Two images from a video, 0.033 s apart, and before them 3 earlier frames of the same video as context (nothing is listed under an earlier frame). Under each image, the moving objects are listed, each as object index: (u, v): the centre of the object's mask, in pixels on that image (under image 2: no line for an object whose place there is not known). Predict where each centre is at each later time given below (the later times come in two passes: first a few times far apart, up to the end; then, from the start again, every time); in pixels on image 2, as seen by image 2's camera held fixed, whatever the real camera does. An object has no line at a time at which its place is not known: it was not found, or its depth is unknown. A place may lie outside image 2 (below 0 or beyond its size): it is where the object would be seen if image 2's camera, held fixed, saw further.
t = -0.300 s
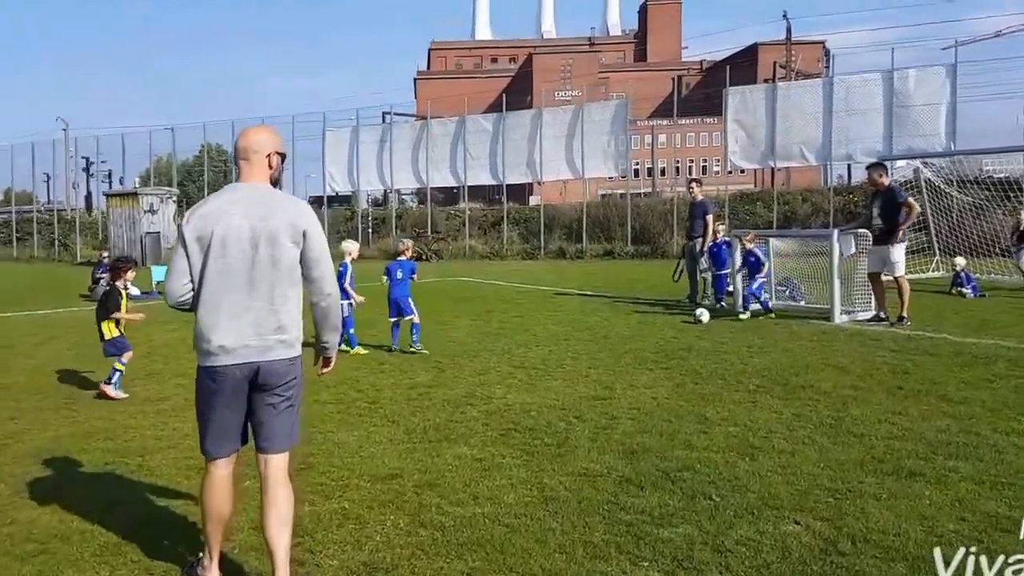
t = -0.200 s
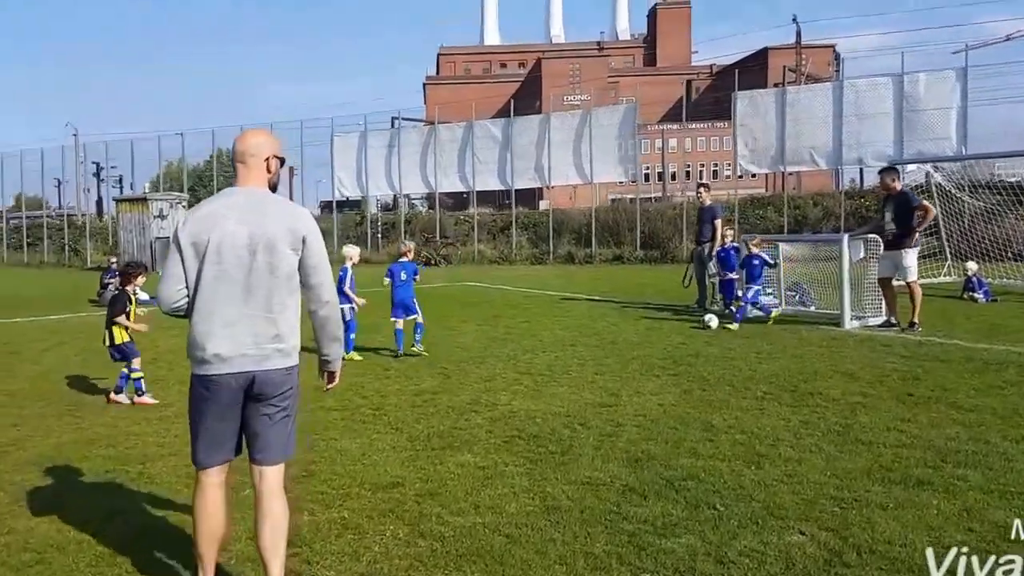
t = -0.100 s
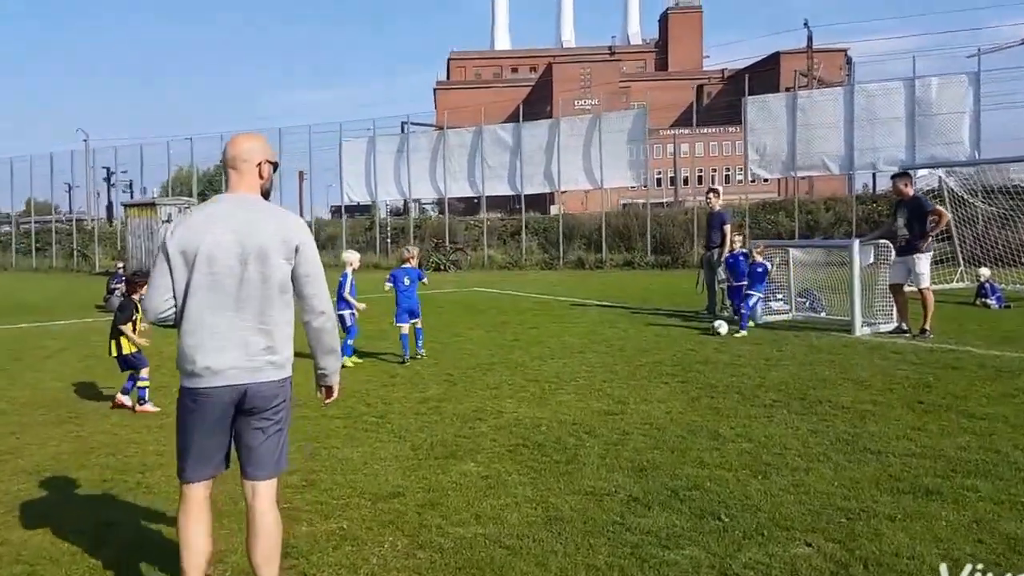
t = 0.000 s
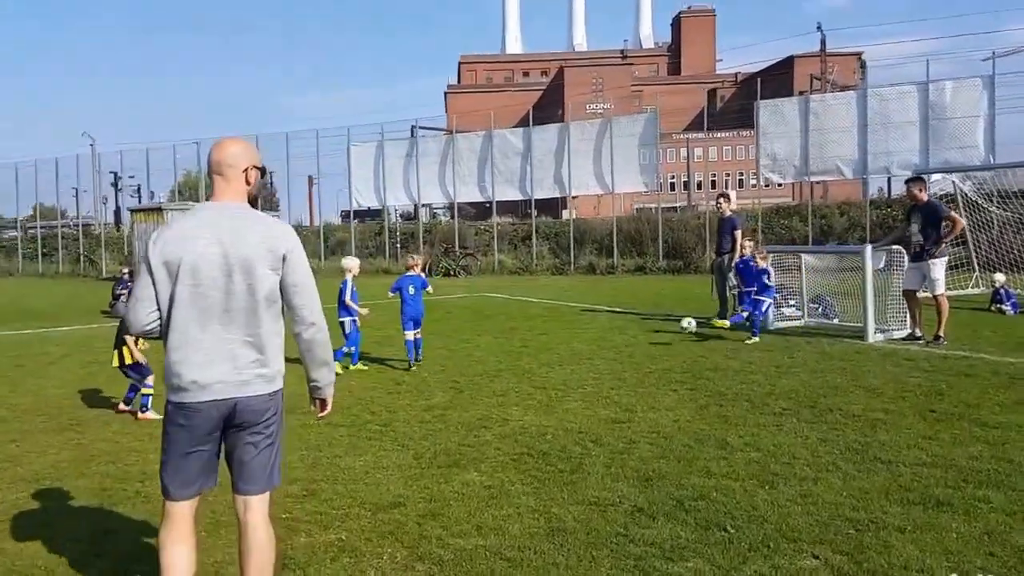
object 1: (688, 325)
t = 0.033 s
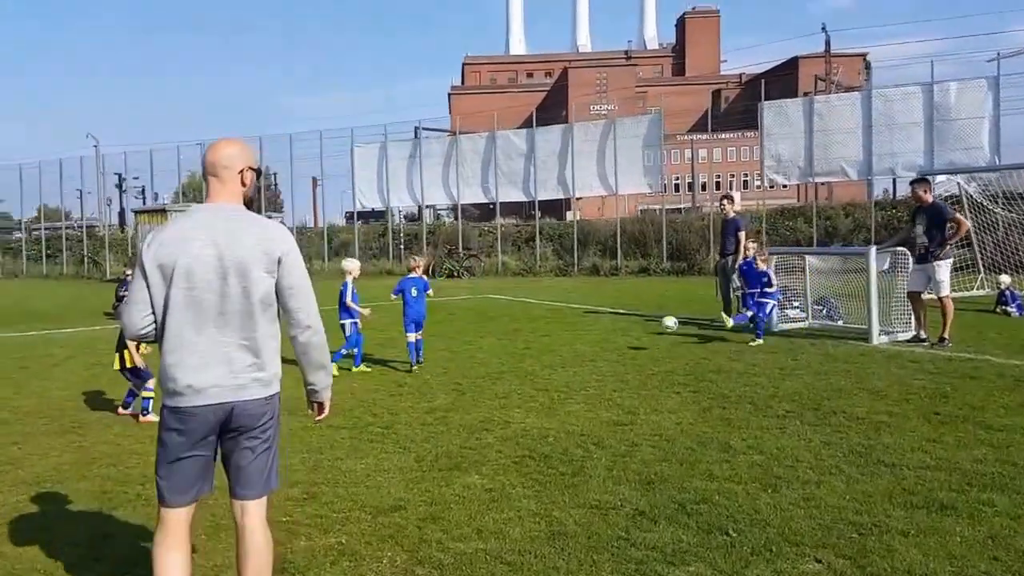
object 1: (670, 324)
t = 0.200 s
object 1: (550, 322)
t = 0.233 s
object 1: (523, 325)
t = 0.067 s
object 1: (648, 321)
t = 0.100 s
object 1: (624, 320)
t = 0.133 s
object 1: (601, 319)
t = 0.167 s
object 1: (575, 320)
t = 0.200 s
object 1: (550, 322)
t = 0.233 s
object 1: (523, 325)
